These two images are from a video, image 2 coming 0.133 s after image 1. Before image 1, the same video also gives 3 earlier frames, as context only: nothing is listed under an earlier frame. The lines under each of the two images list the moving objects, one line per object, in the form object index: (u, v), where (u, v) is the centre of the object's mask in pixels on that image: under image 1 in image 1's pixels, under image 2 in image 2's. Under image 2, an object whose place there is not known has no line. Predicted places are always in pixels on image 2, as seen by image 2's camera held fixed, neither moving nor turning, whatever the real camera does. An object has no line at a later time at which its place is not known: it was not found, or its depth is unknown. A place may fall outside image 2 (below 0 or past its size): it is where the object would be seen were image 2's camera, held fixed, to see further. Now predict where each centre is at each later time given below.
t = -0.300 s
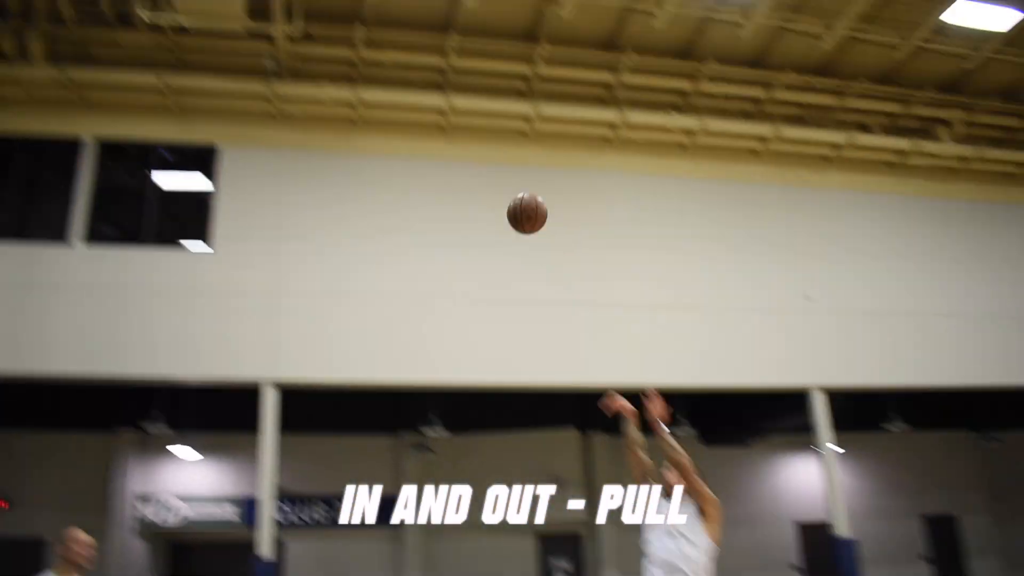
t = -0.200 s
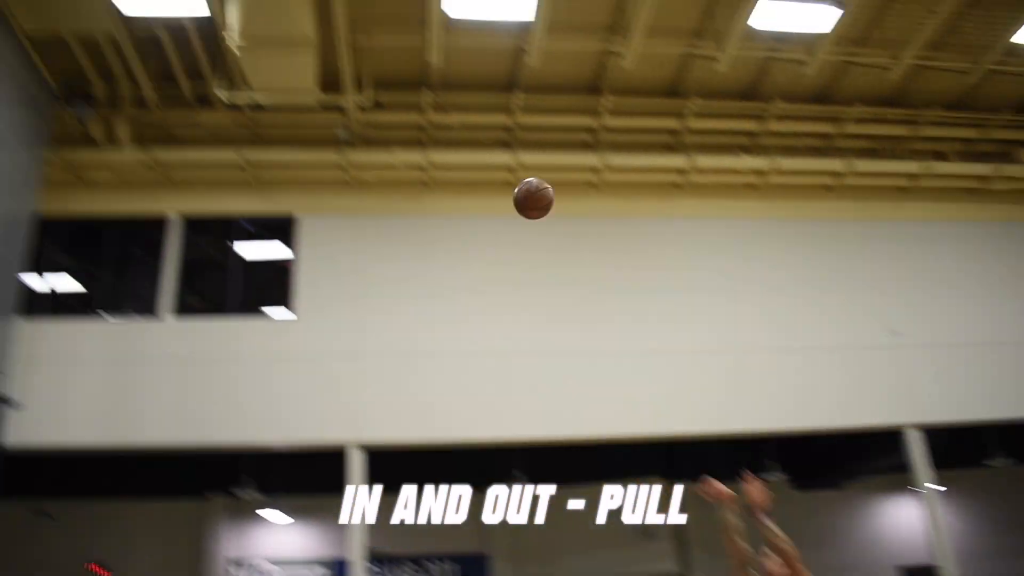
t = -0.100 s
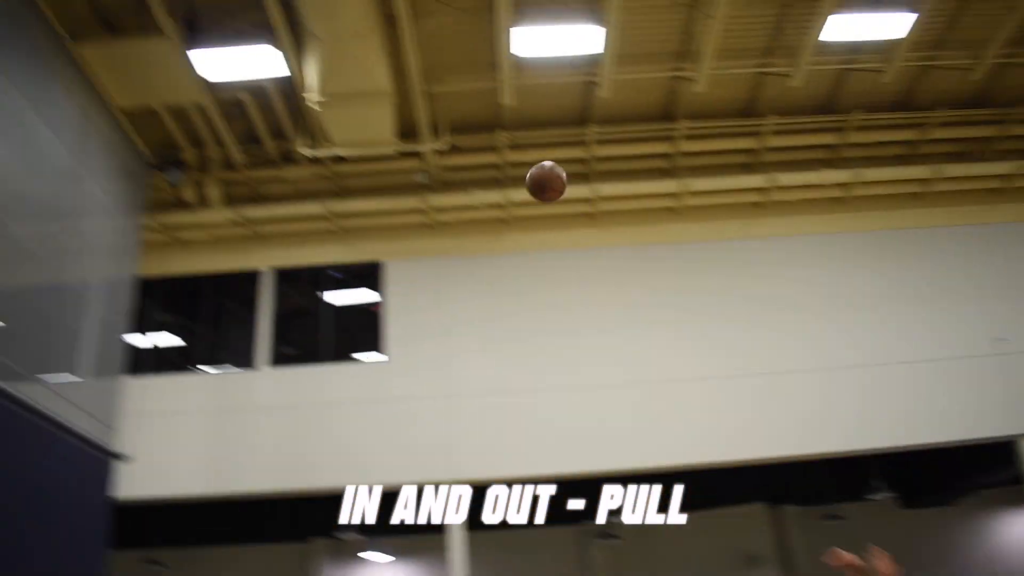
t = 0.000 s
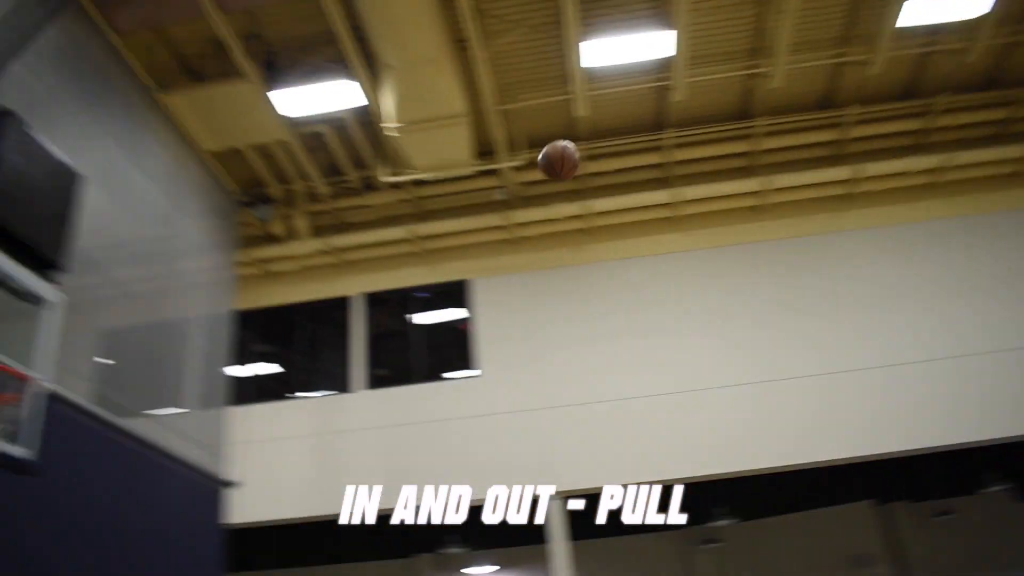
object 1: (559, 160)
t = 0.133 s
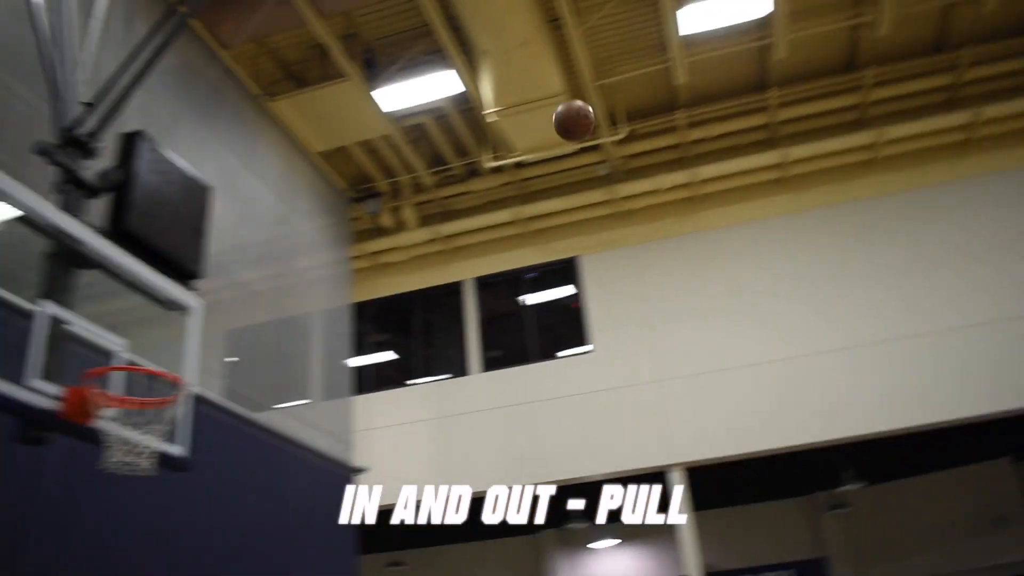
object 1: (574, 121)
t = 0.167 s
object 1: (551, 122)
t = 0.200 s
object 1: (529, 125)
